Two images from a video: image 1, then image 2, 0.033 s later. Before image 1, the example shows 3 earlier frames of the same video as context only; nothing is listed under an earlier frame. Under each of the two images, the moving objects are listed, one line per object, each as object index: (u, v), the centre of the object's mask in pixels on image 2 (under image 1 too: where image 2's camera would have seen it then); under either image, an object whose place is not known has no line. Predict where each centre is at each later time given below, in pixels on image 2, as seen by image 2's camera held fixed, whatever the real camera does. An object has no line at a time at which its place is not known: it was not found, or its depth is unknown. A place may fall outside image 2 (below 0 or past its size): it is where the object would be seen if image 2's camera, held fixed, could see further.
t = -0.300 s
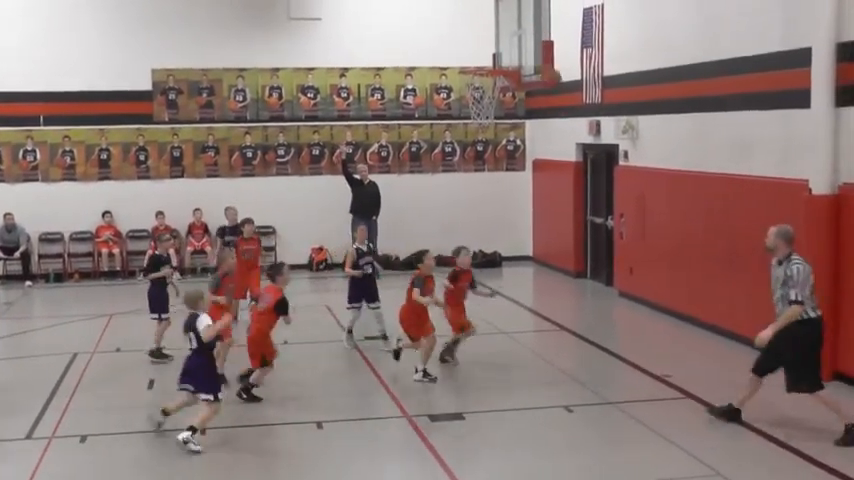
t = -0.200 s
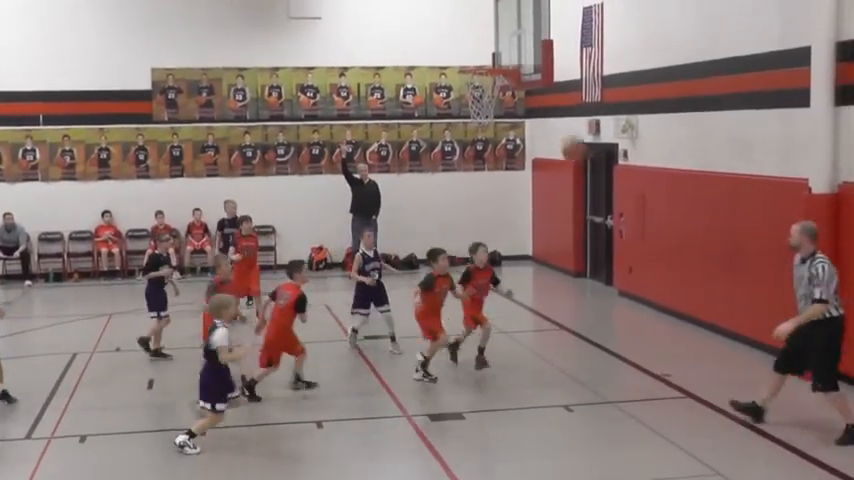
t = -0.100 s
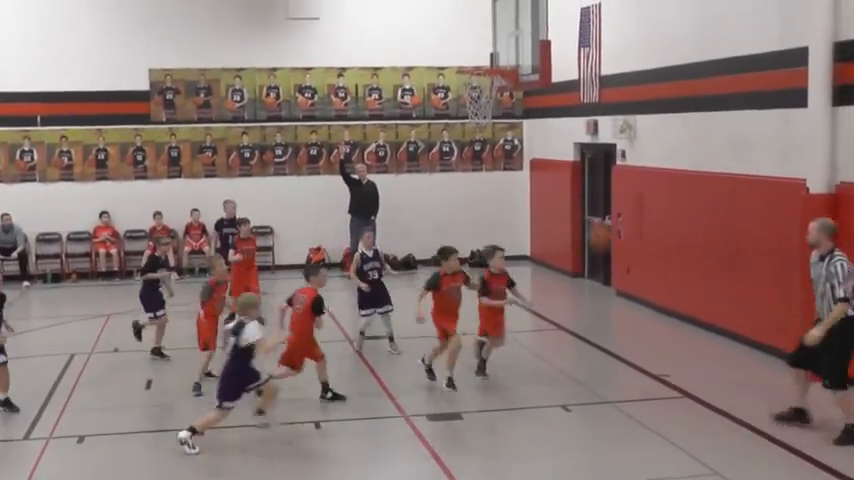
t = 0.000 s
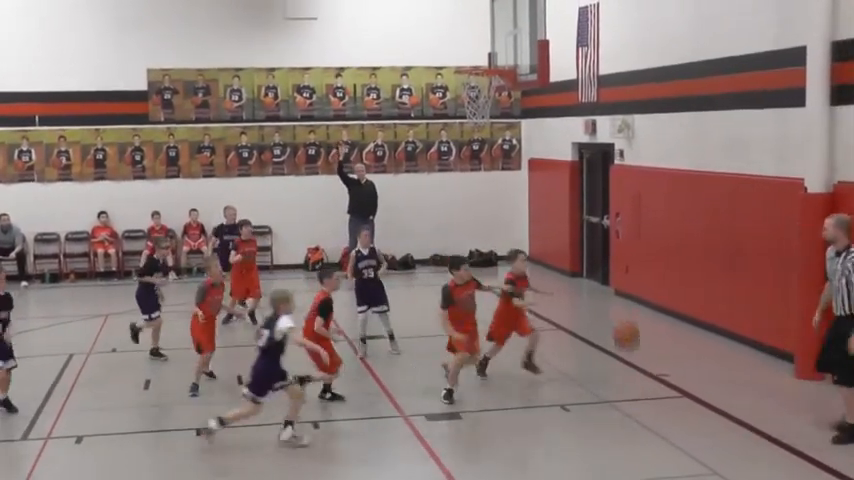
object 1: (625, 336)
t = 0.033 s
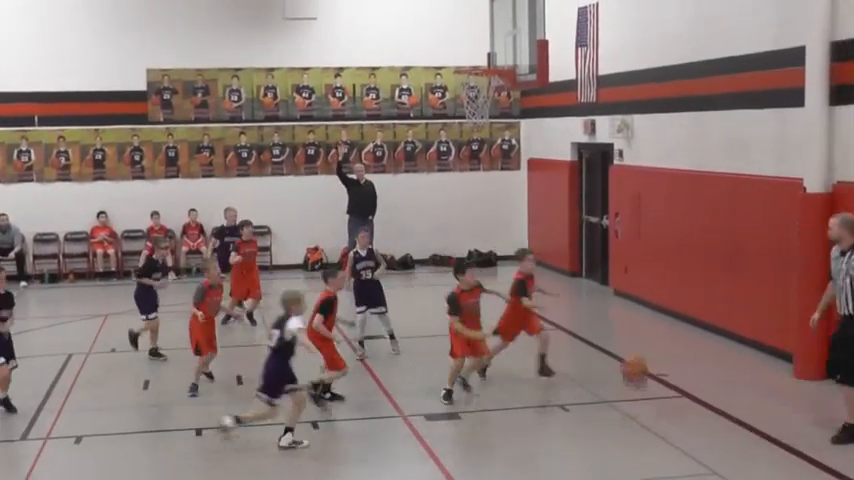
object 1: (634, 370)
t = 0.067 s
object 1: (643, 410)
